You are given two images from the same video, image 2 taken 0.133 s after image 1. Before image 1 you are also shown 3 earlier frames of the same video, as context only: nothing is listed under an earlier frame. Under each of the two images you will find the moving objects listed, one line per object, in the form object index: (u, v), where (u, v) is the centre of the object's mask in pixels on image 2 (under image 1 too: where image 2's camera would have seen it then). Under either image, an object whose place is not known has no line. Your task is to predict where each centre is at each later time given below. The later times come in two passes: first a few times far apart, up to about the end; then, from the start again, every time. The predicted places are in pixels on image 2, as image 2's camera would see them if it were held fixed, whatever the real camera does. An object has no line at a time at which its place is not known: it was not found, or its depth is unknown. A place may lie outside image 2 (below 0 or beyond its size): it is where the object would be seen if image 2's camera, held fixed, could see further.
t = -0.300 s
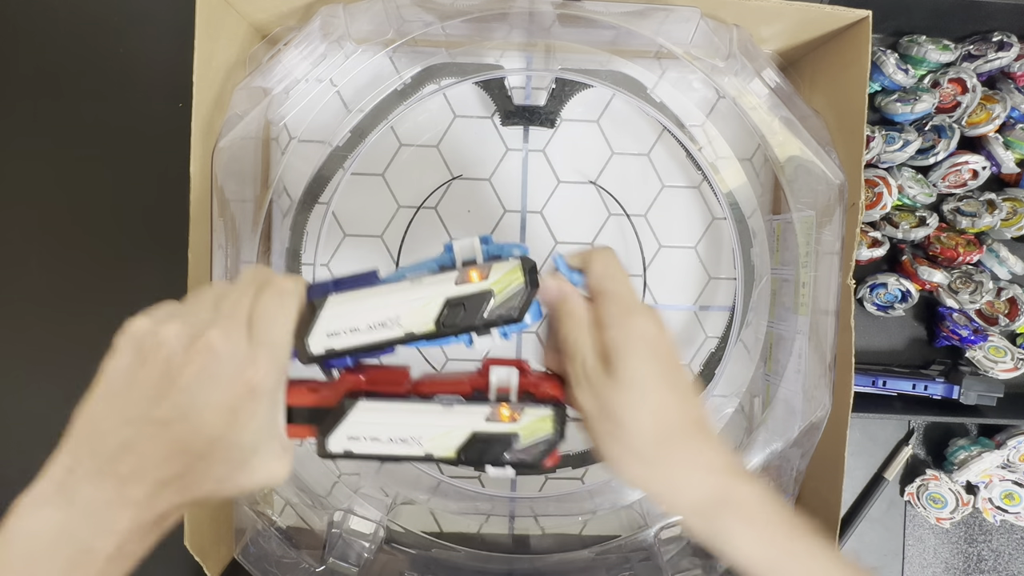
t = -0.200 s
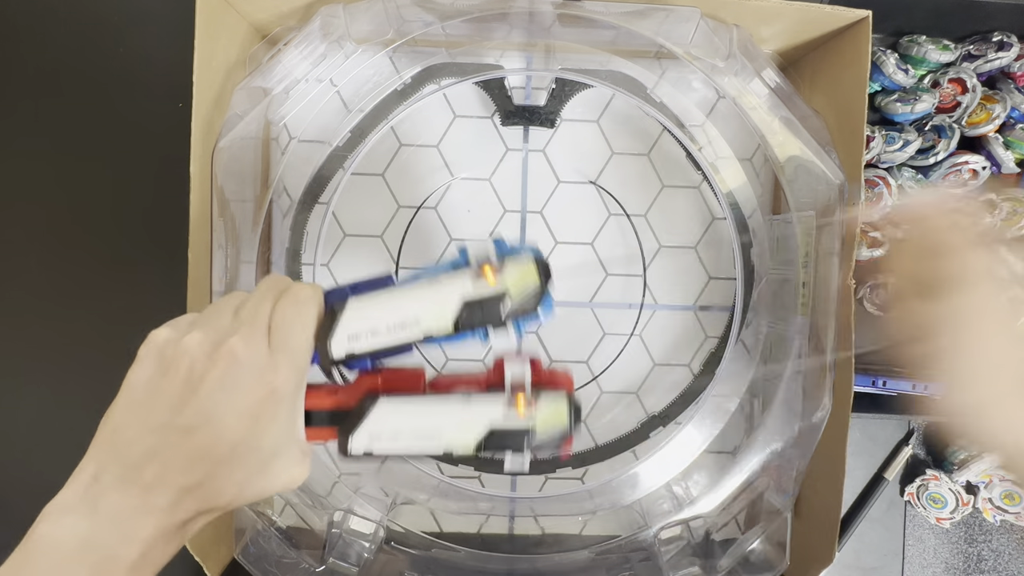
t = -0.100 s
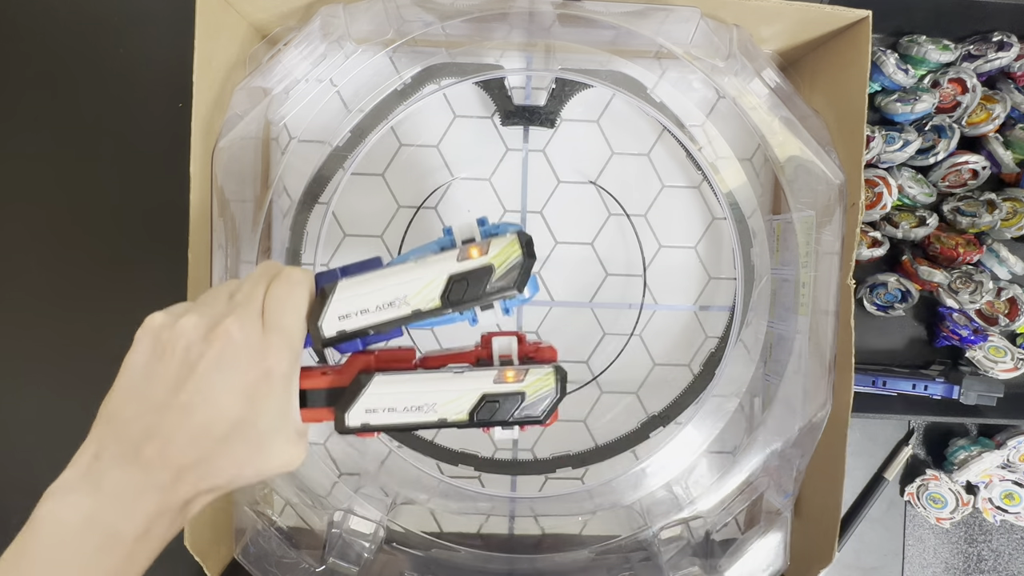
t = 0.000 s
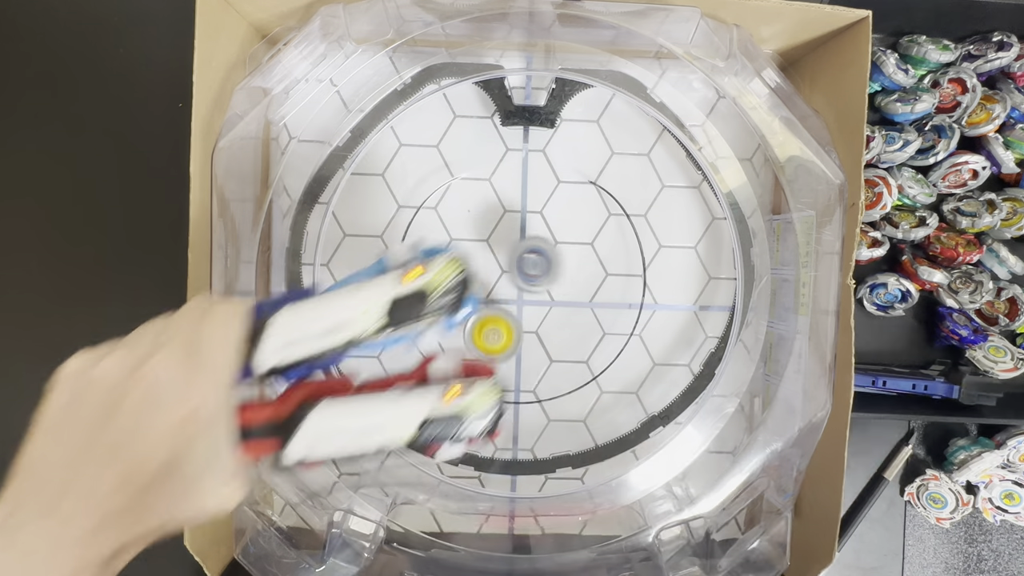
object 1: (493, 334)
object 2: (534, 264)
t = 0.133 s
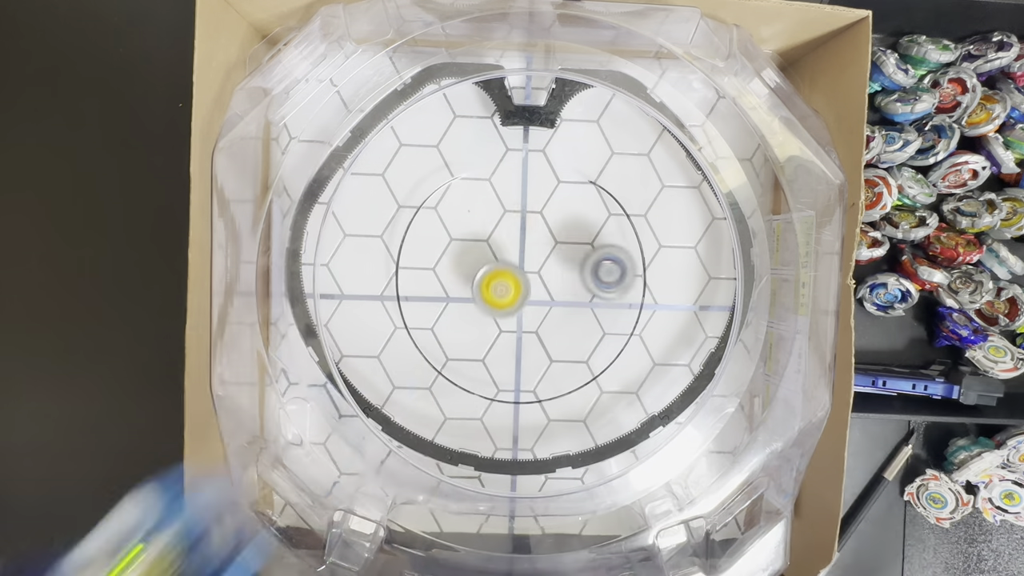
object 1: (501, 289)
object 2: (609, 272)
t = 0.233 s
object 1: (516, 265)
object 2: (632, 289)
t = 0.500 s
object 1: (540, 264)
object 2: (560, 361)
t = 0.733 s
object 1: (526, 271)
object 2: (405, 317)
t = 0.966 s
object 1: (530, 285)
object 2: (515, 149)
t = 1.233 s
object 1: (540, 289)
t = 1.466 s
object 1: (537, 284)
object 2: (398, 132)
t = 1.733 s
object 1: (533, 465)
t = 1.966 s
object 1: (480, 243)
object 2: (756, 176)
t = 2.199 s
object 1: (474, 147)
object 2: (513, 297)
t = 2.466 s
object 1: (445, 240)
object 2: (311, 297)
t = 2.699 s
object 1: (455, 358)
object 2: (372, 139)
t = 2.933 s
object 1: (526, 365)
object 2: (499, 136)
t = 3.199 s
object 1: (546, 402)
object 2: (583, 205)
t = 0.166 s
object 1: (504, 279)
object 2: (619, 277)
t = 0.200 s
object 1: (510, 271)
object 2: (627, 283)
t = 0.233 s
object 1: (516, 265)
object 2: (632, 289)
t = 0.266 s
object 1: (523, 260)
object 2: (634, 297)
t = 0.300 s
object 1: (530, 258)
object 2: (633, 305)
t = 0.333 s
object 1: (535, 257)
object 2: (628, 314)
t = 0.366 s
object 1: (539, 257)
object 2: (621, 323)
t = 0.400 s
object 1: (542, 259)
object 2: (612, 333)
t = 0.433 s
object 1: (542, 261)
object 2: (597, 344)
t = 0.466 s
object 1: (541, 263)
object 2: (580, 352)
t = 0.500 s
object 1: (540, 264)
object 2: (560, 361)
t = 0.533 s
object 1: (537, 265)
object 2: (538, 370)
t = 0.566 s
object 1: (534, 267)
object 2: (512, 372)
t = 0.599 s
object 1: (531, 268)
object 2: (484, 372)
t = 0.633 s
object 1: (529, 269)
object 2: (458, 365)
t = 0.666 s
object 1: (527, 269)
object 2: (434, 357)
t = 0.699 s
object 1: (527, 270)
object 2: (412, 343)
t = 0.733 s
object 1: (526, 271)
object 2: (405, 317)
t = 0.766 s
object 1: (526, 272)
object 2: (403, 290)
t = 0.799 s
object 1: (526, 273)
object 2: (405, 260)
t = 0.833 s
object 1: (527, 275)
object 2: (410, 230)
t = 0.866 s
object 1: (528, 278)
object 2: (424, 203)
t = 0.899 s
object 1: (529, 280)
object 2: (450, 182)
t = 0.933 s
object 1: (529, 283)
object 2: (480, 165)
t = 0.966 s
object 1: (530, 285)
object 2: (515, 149)
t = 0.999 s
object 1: (531, 286)
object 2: (550, 141)
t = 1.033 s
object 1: (532, 287)
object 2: (587, 135)
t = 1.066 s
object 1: (533, 289)
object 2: (623, 135)
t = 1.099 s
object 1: (535, 290)
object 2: (655, 141)
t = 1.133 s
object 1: (536, 290)
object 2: (682, 160)
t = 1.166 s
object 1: (538, 290)
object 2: (707, 222)
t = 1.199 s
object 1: (539, 290)
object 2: (721, 284)
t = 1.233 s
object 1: (540, 289)
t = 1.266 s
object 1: (541, 288)
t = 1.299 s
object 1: (541, 286)
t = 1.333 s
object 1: (542, 285)
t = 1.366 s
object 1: (542, 285)
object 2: (368, 391)
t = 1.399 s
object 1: (540, 285)
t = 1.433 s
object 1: (539, 285)
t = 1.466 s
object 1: (537, 284)
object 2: (398, 132)
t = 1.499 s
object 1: (535, 285)
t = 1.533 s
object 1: (533, 285)
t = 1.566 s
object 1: (530, 285)
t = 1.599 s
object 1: (534, 364)
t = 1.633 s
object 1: (547, 451)
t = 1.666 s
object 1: (549, 497)
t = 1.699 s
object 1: (547, 498)
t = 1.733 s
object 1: (533, 465)
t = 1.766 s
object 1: (518, 428)
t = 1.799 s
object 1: (508, 395)
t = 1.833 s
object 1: (502, 368)
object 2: (646, 104)
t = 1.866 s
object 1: (497, 336)
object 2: (706, 102)
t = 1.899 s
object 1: (490, 302)
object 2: (743, 140)
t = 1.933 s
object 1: (483, 268)
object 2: (767, 162)
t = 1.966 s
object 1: (480, 243)
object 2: (756, 176)
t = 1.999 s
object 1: (476, 217)
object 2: (718, 199)
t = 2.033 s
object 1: (473, 193)
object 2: (690, 213)
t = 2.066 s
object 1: (473, 177)
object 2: (658, 229)
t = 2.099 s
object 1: (474, 164)
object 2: (624, 248)
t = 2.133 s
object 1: (474, 154)
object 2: (589, 265)
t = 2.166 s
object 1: (474, 148)
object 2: (550, 282)
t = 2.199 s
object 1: (474, 147)
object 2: (513, 297)
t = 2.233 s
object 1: (472, 147)
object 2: (475, 310)
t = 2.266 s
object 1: (470, 152)
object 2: (438, 321)
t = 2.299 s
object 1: (467, 159)
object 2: (404, 329)
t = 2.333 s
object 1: (463, 170)
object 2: (374, 333)
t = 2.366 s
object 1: (459, 183)
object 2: (352, 335)
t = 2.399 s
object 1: (454, 201)
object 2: (325, 338)
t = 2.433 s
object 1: (450, 218)
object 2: (310, 325)
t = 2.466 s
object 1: (445, 240)
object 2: (311, 297)
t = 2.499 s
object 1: (441, 261)
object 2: (311, 268)
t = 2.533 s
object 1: (439, 280)
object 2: (317, 236)
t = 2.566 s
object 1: (437, 300)
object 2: (320, 209)
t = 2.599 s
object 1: (438, 318)
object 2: (330, 184)
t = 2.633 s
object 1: (442, 333)
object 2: (343, 165)
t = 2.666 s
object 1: (448, 347)
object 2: (356, 149)
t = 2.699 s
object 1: (455, 358)
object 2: (372, 139)
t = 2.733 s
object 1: (464, 367)
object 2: (390, 131)
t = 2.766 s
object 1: (474, 374)
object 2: (412, 130)
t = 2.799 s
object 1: (484, 378)
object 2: (430, 125)
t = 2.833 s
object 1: (494, 379)
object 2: (446, 122)
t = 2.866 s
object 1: (506, 377)
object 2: (464, 124)
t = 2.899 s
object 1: (516, 373)
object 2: (482, 129)
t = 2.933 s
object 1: (526, 365)
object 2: (499, 136)
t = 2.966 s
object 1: (535, 357)
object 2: (513, 148)
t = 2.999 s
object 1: (543, 346)
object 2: (527, 165)
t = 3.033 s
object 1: (549, 334)
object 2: (540, 185)
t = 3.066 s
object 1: (553, 322)
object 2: (551, 208)
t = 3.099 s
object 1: (554, 311)
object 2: (561, 235)
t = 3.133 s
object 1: (552, 328)
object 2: (569, 237)
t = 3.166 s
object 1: (549, 369)
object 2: (577, 220)
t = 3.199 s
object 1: (546, 402)
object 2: (583, 205)
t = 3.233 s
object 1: (541, 424)
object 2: (588, 192)
